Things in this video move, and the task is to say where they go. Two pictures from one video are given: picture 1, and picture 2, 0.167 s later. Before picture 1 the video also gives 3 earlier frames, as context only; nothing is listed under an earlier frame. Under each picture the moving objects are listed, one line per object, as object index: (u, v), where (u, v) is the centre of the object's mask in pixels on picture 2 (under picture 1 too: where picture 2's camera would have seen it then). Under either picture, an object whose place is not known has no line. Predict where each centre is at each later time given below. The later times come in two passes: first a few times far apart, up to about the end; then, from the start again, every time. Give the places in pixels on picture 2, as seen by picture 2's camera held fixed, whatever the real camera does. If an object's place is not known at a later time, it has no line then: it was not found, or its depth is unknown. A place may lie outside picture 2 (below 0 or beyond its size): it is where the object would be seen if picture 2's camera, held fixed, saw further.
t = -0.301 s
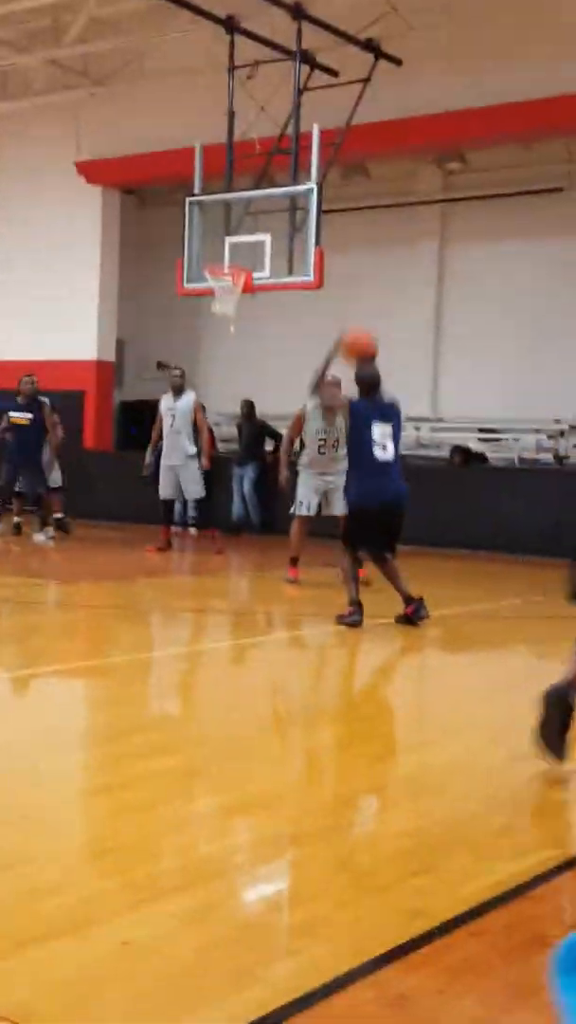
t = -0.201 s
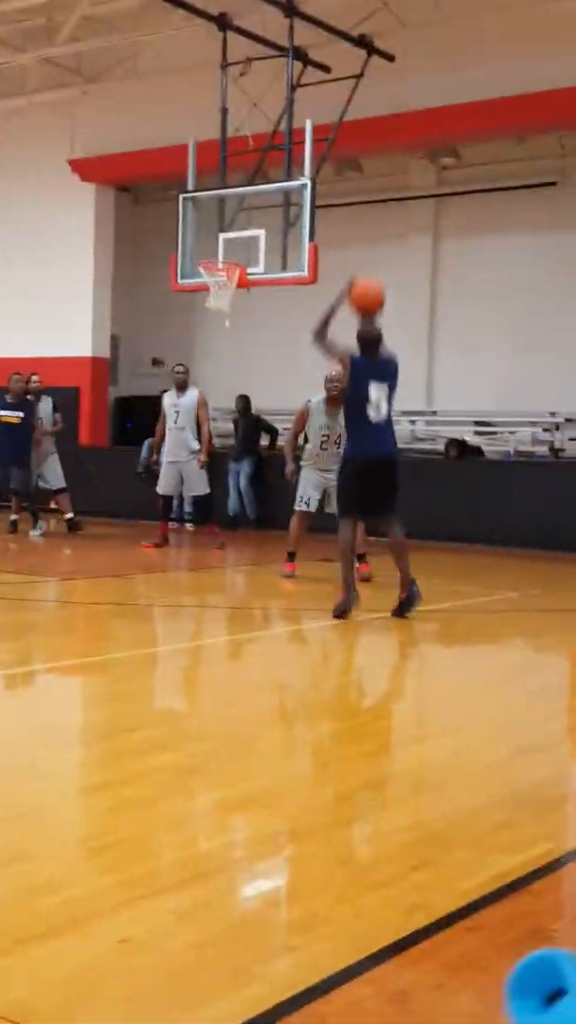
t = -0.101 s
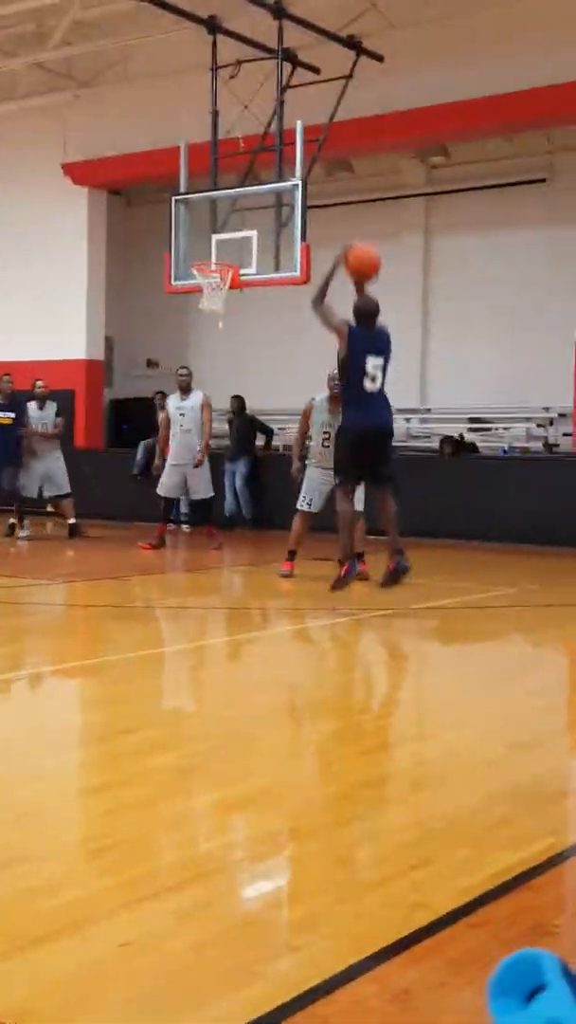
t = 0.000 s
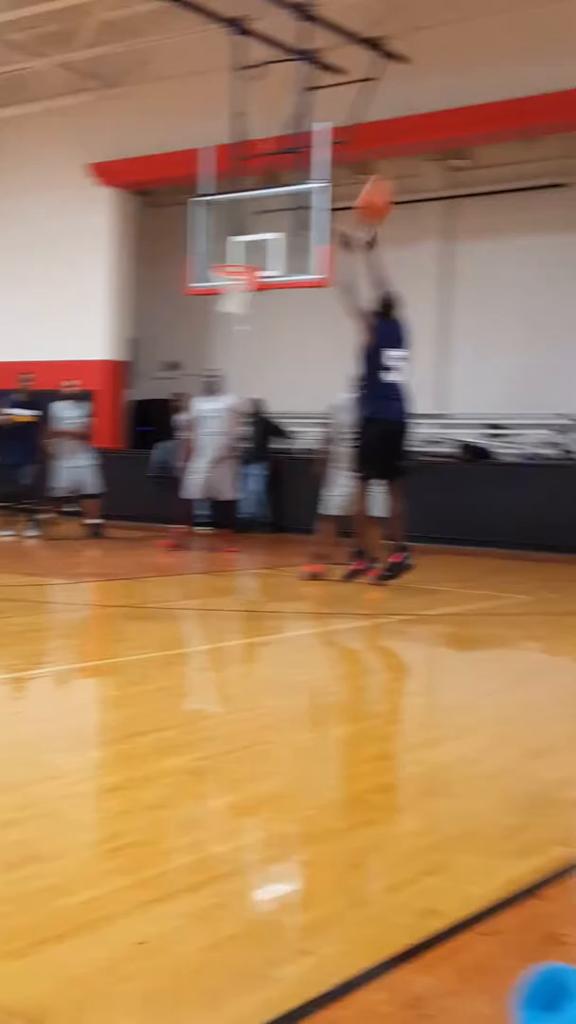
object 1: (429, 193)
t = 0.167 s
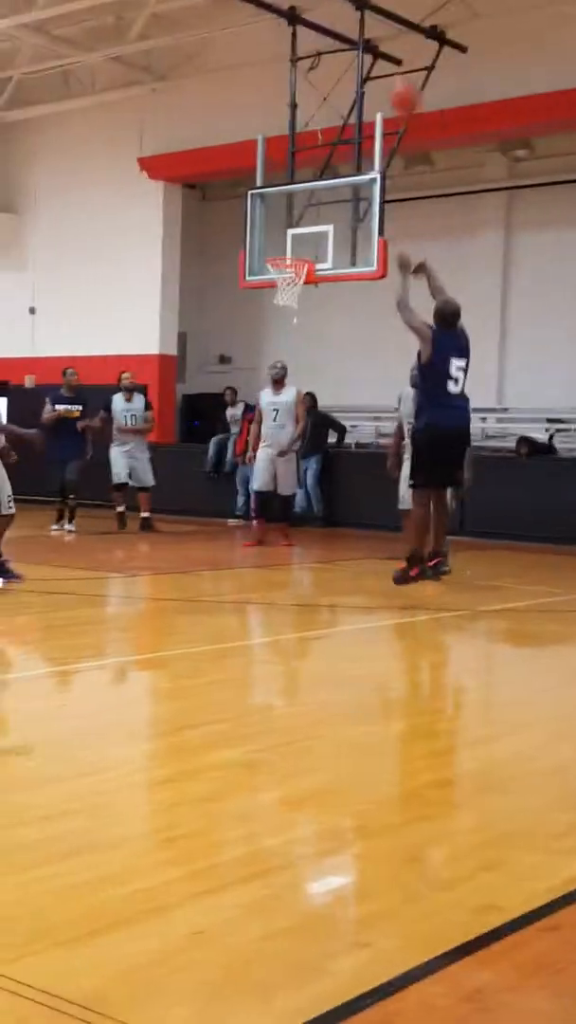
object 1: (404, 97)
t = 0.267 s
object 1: (388, 68)
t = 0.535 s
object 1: (355, 51)
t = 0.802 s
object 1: (324, 114)
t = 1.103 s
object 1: (294, 247)
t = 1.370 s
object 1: (273, 235)
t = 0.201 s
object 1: (398, 84)
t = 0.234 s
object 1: (395, 75)
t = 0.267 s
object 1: (388, 68)
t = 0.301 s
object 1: (385, 61)
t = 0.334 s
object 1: (380, 56)
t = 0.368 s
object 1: (375, 52)
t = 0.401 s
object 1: (371, 50)
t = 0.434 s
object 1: (367, 48)
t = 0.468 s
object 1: (363, 48)
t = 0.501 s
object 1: (359, 49)
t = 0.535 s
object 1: (355, 51)
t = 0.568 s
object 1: (350, 55)
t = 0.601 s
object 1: (346, 60)
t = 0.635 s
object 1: (342, 66)
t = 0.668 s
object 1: (338, 74)
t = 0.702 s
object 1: (334, 83)
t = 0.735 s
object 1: (331, 93)
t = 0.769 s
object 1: (328, 102)
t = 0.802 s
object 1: (324, 114)
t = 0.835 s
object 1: (320, 122)
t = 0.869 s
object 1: (316, 135)
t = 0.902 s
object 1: (313, 149)
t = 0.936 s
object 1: (309, 166)
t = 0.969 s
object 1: (307, 178)
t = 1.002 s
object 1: (303, 197)
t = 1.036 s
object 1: (299, 211)
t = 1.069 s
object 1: (297, 228)
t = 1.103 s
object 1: (294, 247)
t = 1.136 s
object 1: (293, 247)
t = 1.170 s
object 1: (291, 244)
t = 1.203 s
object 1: (290, 242)
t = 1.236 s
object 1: (289, 241)
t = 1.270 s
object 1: (289, 241)
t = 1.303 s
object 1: (286, 240)
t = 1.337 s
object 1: (279, 237)
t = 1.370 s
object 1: (273, 235)
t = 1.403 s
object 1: (266, 235)
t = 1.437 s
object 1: (260, 235)
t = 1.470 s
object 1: (252, 236)
